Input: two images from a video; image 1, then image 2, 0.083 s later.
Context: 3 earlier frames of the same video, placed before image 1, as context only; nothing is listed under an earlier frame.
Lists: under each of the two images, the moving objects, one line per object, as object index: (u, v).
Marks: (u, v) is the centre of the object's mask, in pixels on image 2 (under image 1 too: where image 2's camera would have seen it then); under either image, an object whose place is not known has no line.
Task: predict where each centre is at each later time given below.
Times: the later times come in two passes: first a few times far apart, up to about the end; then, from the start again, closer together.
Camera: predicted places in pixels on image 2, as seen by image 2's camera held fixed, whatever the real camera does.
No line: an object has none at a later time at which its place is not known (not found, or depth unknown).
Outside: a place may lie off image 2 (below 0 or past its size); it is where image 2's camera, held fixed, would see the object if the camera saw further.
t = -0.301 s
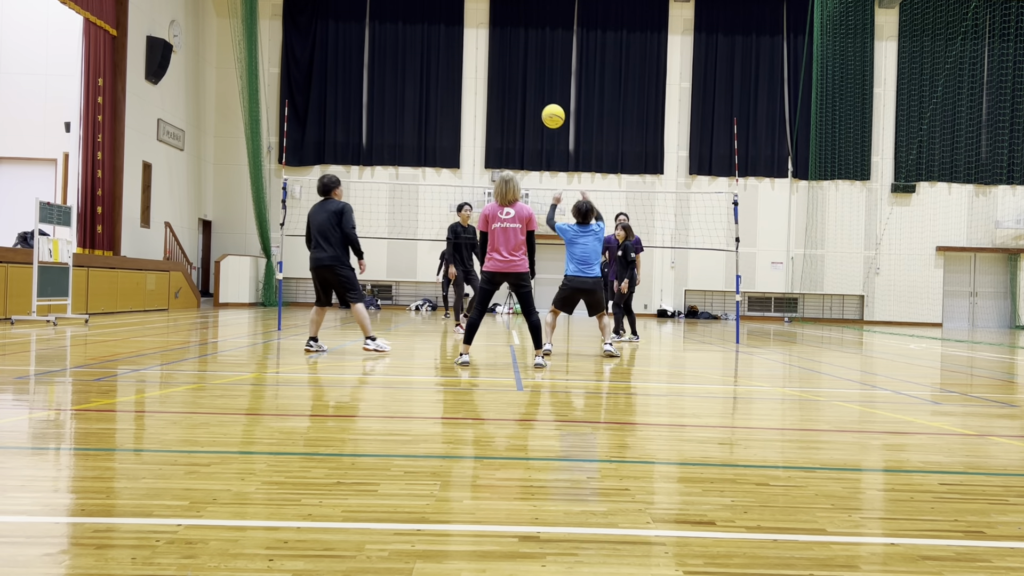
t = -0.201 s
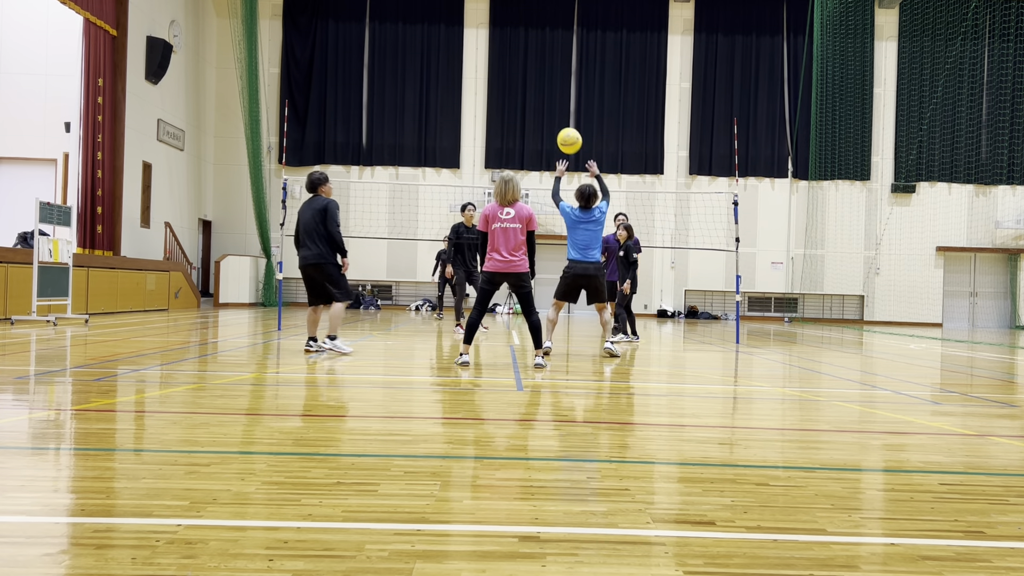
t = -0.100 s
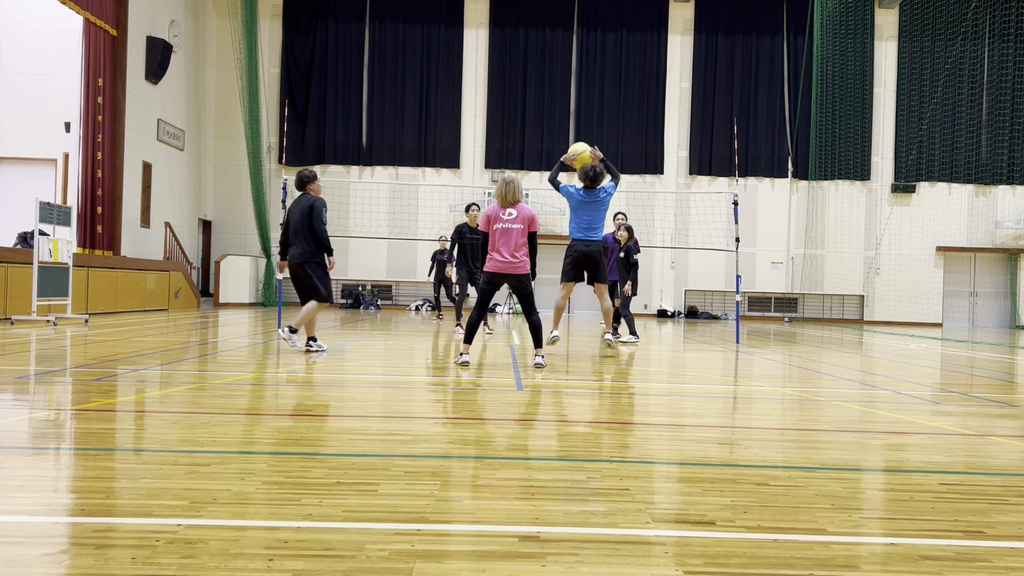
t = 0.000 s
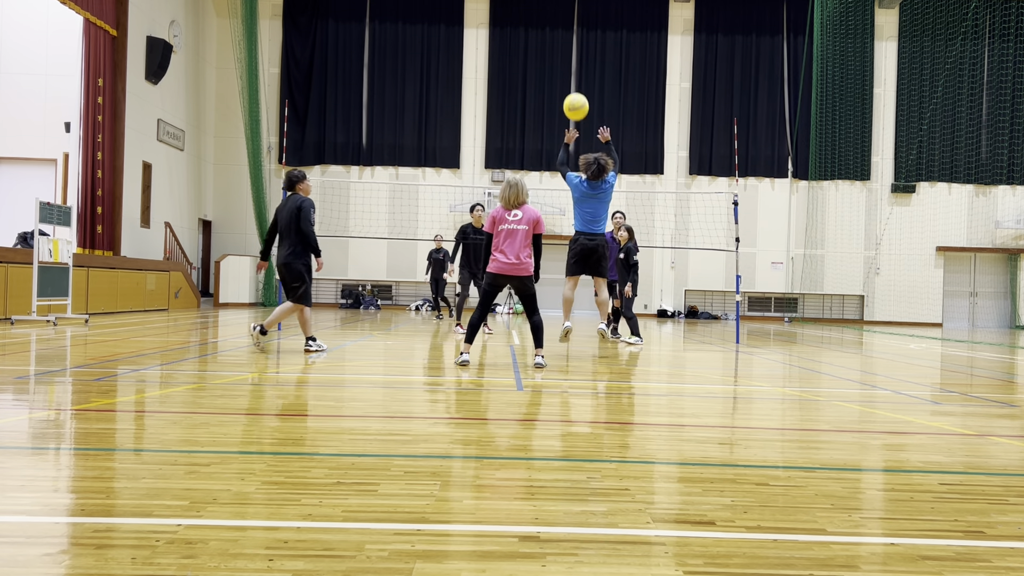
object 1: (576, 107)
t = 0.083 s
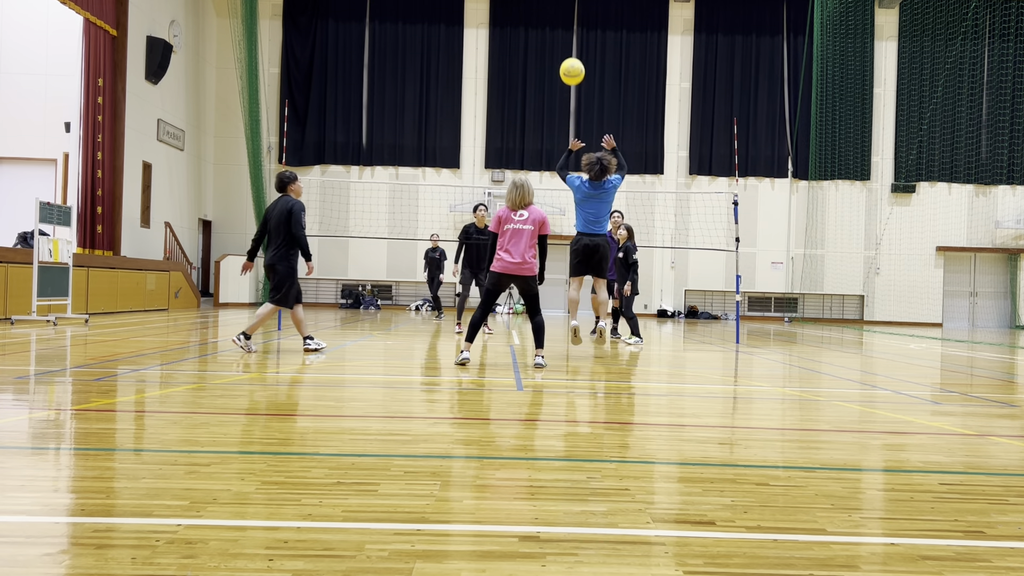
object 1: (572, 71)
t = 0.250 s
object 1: (564, 24)
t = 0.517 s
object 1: (550, 9)
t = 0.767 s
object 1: (537, 48)
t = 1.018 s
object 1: (523, 132)
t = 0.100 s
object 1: (571, 65)
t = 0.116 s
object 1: (570, 60)
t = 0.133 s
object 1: (570, 54)
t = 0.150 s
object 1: (569, 49)
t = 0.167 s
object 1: (568, 44)
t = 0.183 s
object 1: (567, 40)
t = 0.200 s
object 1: (566, 35)
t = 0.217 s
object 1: (566, 31)
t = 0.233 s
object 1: (565, 28)
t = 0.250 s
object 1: (564, 24)
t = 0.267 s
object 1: (563, 21)
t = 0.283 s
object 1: (562, 19)
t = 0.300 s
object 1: (561, 16)
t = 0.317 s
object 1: (560, 14)
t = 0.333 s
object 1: (560, 12)
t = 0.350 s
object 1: (559, 11)
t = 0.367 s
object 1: (558, 10)
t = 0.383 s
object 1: (557, 10)
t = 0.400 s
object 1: (556, 9)
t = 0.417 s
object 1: (555, 9)
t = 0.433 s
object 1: (554, 9)
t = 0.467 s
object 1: (553, 8)
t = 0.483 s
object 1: (552, 9)
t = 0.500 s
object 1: (551, 9)
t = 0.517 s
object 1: (550, 9)
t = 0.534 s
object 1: (549, 10)
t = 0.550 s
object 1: (548, 11)
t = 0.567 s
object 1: (547, 12)
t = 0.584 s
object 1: (547, 14)
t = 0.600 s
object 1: (546, 16)
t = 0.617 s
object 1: (545, 18)
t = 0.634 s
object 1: (544, 21)
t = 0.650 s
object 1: (543, 23)
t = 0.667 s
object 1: (542, 26)
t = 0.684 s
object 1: (541, 29)
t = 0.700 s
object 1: (540, 32)
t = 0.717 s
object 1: (539, 36)
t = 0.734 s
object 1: (538, 40)
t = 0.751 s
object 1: (537, 43)
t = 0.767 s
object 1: (537, 48)
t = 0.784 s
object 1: (536, 52)
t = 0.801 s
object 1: (535, 57)
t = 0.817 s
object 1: (534, 61)
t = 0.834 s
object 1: (533, 66)
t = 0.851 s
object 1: (532, 71)
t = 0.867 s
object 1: (531, 77)
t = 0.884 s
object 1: (530, 82)
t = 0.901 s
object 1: (529, 88)
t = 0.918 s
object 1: (529, 93)
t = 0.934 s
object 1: (528, 99)
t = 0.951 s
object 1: (527, 105)
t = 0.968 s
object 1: (526, 112)
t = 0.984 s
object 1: (525, 118)
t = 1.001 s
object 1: (524, 125)
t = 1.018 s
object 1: (523, 132)
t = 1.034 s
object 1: (523, 138)
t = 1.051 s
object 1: (522, 145)
